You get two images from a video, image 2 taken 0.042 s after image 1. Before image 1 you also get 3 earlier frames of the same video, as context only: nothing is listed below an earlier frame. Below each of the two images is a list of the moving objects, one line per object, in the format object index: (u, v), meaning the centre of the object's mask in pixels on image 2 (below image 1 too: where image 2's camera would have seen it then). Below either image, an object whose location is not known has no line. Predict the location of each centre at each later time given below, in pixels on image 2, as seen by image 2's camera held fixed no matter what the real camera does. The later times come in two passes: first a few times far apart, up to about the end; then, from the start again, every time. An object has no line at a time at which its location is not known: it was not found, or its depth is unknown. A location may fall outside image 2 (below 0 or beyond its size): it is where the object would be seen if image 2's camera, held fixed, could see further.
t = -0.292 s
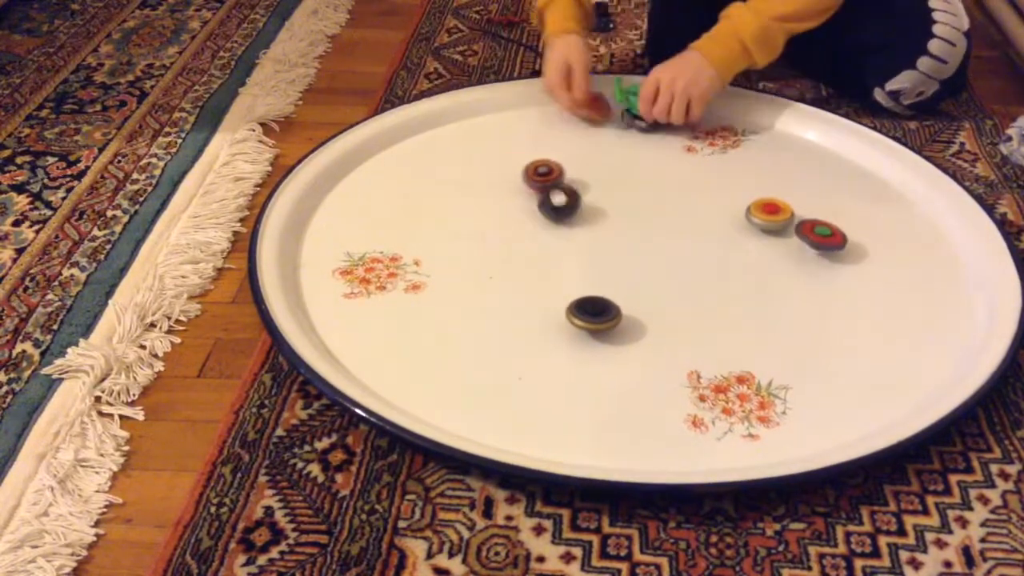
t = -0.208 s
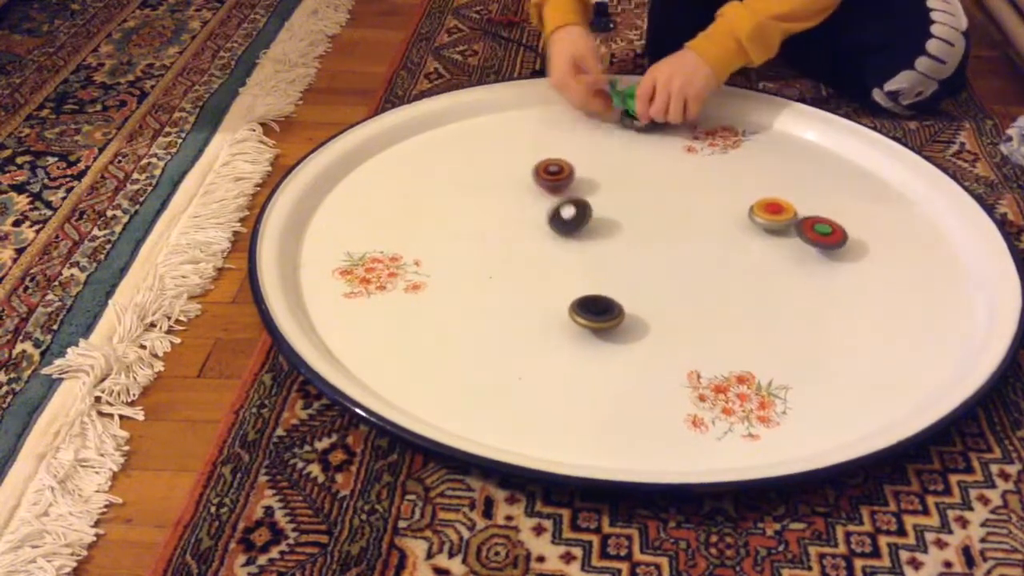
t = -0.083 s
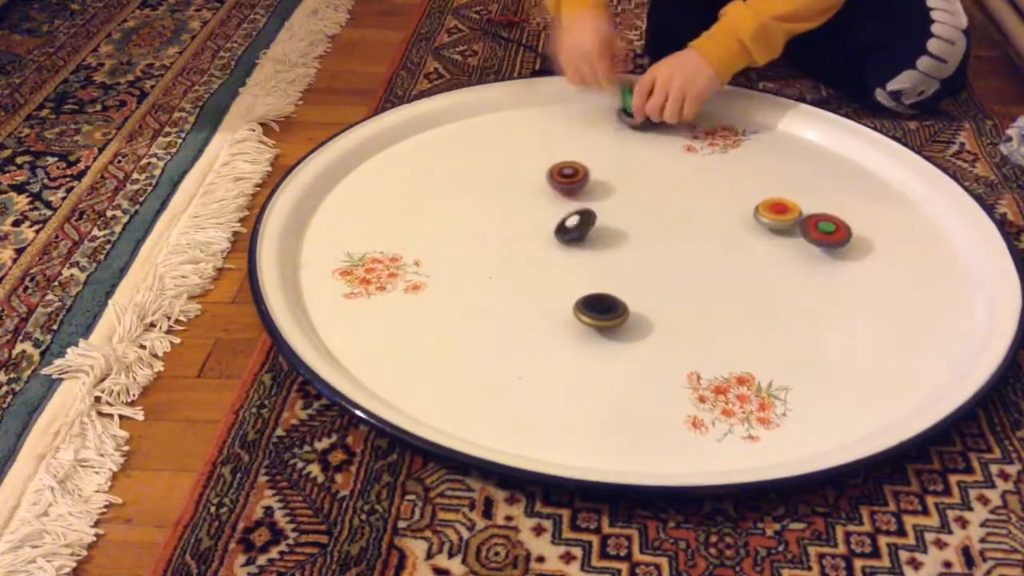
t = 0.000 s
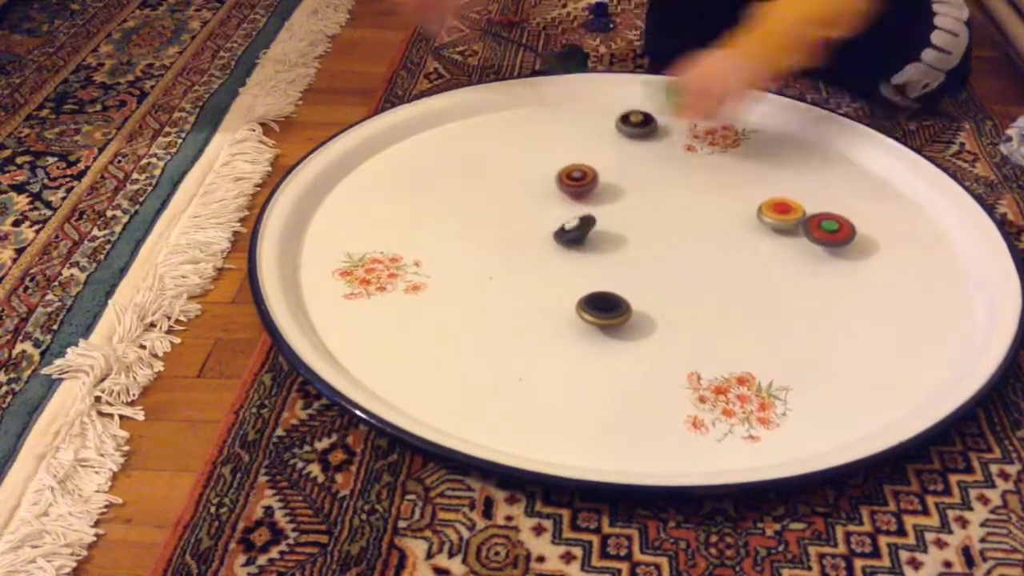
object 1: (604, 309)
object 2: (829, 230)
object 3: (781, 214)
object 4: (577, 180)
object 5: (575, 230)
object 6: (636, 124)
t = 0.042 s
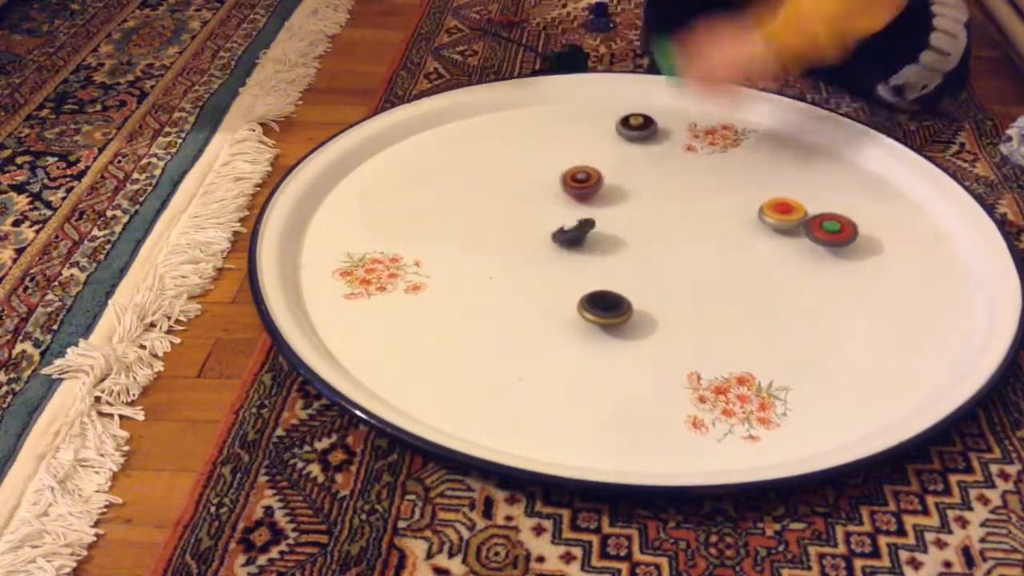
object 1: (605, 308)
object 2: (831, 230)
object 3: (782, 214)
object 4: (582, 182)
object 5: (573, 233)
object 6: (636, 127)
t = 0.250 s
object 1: (613, 302)
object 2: (837, 233)
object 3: (788, 215)
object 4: (600, 196)
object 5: (558, 237)
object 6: (640, 135)
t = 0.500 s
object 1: (625, 294)
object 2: (831, 238)
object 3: (795, 216)
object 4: (611, 218)
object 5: (543, 228)
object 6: (643, 145)
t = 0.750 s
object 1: (642, 285)
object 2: (824, 249)
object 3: (795, 201)
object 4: (607, 241)
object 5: (554, 219)
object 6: (640, 158)
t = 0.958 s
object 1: (658, 278)
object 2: (817, 259)
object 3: (786, 182)
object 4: (591, 259)
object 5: (570, 221)
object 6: (632, 168)
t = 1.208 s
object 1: (680, 269)
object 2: (810, 254)
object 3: (776, 179)
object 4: (560, 273)
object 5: (576, 233)
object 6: (617, 180)
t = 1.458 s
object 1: (703, 261)
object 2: (817, 252)
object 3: (769, 181)
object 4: (526, 277)
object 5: (559, 240)
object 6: (597, 190)
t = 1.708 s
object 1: (726, 255)
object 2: (820, 257)
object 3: (763, 184)
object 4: (500, 273)
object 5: (545, 231)
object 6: (574, 196)
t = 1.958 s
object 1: (750, 253)
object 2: (812, 257)
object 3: (760, 185)
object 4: (489, 263)
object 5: (555, 222)
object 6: (548, 196)
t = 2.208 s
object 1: (771, 251)
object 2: (826, 262)
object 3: (764, 189)
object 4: (495, 253)
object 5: (574, 225)
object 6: (525, 200)
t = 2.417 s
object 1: (793, 251)
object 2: (849, 269)
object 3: (768, 191)
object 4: (512, 247)
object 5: (577, 236)
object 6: (508, 198)
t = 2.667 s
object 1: (817, 254)
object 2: (868, 276)
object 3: (772, 195)
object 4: (519, 251)
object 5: (598, 237)
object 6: (494, 194)
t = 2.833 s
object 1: (829, 256)
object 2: (879, 283)
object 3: (776, 197)
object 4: (521, 256)
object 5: (605, 232)
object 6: (488, 191)
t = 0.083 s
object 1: (606, 307)
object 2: (832, 230)
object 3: (784, 214)
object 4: (586, 185)
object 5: (571, 235)
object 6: (637, 129)
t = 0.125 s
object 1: (608, 306)
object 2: (834, 231)
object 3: (785, 215)
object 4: (590, 187)
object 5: (568, 237)
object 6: (638, 130)
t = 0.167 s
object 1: (609, 305)
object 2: (836, 231)
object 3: (786, 215)
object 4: (593, 190)
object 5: (565, 237)
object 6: (639, 132)
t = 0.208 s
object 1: (611, 303)
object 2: (837, 232)
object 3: (787, 215)
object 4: (597, 193)
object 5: (562, 237)
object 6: (640, 133)
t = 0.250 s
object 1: (613, 302)
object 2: (837, 233)
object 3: (788, 215)
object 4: (600, 196)
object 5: (558, 237)
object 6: (640, 135)
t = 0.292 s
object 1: (614, 301)
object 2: (837, 234)
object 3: (788, 215)
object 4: (603, 199)
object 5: (554, 237)
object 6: (641, 136)
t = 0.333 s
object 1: (616, 300)
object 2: (837, 235)
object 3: (789, 215)
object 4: (605, 202)
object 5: (551, 236)
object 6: (642, 138)
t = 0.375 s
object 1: (619, 298)
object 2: (836, 236)
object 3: (791, 215)
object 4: (608, 206)
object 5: (548, 235)
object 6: (642, 139)
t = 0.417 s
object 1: (621, 297)
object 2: (834, 237)
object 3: (792, 215)
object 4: (609, 210)
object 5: (546, 233)
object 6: (643, 141)
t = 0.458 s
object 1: (623, 296)
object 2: (833, 238)
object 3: (794, 215)
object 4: (610, 214)
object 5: (544, 230)
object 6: (643, 143)
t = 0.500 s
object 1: (625, 294)
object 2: (831, 238)
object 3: (795, 216)
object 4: (611, 218)
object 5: (543, 228)
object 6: (643, 145)
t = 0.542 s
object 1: (628, 293)
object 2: (829, 239)
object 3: (796, 215)
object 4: (612, 221)
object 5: (544, 226)
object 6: (643, 147)
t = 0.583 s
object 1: (631, 291)
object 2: (827, 239)
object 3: (798, 215)
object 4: (612, 225)
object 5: (544, 224)
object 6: (643, 149)
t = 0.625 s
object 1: (633, 290)
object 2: (825, 238)
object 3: (799, 215)
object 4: (611, 229)
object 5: (546, 222)
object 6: (642, 151)
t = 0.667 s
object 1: (636, 289)
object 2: (823, 238)
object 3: (800, 215)
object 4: (611, 233)
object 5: (548, 221)
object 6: (641, 154)
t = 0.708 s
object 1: (639, 287)
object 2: (824, 243)
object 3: (798, 210)
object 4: (609, 238)
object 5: (550, 219)
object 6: (640, 156)
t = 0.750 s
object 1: (642, 285)
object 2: (824, 249)
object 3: (795, 201)
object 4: (607, 241)
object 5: (554, 219)
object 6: (640, 158)
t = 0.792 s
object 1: (645, 284)
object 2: (824, 254)
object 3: (792, 193)
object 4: (605, 245)
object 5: (557, 218)
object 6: (638, 160)
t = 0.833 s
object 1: (648, 282)
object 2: (822, 257)
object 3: (790, 188)
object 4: (602, 249)
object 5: (561, 218)
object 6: (637, 162)
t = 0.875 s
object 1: (652, 280)
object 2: (819, 259)
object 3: (788, 184)
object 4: (599, 253)
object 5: (564, 219)
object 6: (635, 164)
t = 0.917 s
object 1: (654, 279)
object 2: (817, 259)
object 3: (787, 183)
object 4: (595, 256)
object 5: (567, 219)
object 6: (633, 166)
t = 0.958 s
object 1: (658, 278)
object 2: (817, 259)
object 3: (786, 182)
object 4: (591, 259)
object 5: (570, 221)
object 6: (632, 168)
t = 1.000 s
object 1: (661, 276)
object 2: (815, 259)
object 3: (785, 181)
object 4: (587, 262)
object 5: (573, 222)
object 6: (630, 170)
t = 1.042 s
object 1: (665, 275)
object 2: (813, 258)
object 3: (784, 180)
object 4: (582, 265)
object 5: (575, 224)
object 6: (628, 172)
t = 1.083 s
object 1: (669, 273)
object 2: (812, 257)
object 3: (782, 180)
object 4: (577, 267)
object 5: (576, 226)
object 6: (625, 174)
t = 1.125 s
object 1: (672, 272)
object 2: (810, 257)
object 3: (780, 179)
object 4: (572, 270)
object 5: (577, 228)
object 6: (622, 176)
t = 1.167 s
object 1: (676, 270)
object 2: (810, 256)
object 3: (778, 179)
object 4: (566, 271)
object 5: (577, 231)
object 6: (620, 178)
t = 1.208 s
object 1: (680, 269)
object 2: (810, 254)
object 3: (776, 179)
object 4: (560, 273)
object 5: (576, 233)
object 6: (617, 180)
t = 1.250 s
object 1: (684, 267)
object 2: (811, 253)
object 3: (774, 179)
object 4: (555, 274)
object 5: (574, 236)
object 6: (613, 182)
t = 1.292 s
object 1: (688, 266)
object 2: (811, 253)
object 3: (772, 179)
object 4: (549, 275)
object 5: (572, 237)
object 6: (610, 184)
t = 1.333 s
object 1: (691, 264)
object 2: (812, 252)
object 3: (771, 180)
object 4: (543, 276)
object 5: (570, 239)
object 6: (607, 185)
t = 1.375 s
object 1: (695, 263)
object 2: (813, 252)
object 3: (770, 180)
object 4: (537, 277)
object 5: (566, 240)
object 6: (604, 187)
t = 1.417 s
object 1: (699, 262)
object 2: (815, 252)
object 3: (769, 180)
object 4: (531, 277)
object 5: (563, 240)
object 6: (601, 189)
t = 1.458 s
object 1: (703, 261)
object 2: (817, 252)
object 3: (769, 181)
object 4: (526, 277)
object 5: (559, 240)
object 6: (597, 190)
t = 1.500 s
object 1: (706, 259)
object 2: (818, 252)
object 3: (768, 181)
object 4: (521, 277)
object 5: (556, 239)
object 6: (593, 191)
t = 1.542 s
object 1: (710, 258)
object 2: (820, 253)
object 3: (767, 182)
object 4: (516, 277)
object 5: (553, 238)
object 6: (589, 193)
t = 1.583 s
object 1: (714, 257)
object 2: (820, 254)
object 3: (766, 182)
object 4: (511, 276)
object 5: (550, 237)
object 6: (586, 194)
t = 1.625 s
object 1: (718, 257)
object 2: (821, 255)
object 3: (765, 183)
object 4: (507, 275)
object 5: (547, 235)
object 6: (582, 195)
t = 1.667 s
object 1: (722, 256)
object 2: (821, 255)
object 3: (764, 184)
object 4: (503, 274)
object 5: (546, 233)
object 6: (578, 196)
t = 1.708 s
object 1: (726, 255)
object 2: (820, 257)
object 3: (763, 184)
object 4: (500, 273)
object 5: (545, 231)
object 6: (574, 196)
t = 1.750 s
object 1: (730, 254)
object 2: (819, 257)
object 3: (763, 184)
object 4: (497, 271)
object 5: (545, 228)
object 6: (570, 197)
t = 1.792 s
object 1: (734, 254)
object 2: (818, 258)
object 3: (762, 184)
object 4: (494, 270)
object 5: (545, 226)
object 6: (566, 198)
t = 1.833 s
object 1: (738, 254)
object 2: (816, 258)
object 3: (762, 185)
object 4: (492, 268)
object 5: (547, 224)
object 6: (562, 198)
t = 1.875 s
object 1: (742, 254)
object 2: (815, 258)
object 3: (761, 185)
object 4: (490, 266)
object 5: (549, 223)
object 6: (559, 197)
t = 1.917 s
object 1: (746, 253)
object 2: (813, 258)
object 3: (761, 185)
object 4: (489, 265)
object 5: (552, 223)
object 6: (554, 197)
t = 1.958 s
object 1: (750, 253)
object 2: (812, 257)
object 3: (760, 185)
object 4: (489, 263)
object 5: (555, 222)
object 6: (548, 196)
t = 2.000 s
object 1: (755, 253)
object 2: (810, 256)
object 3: (760, 186)
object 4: (488, 261)
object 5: (559, 221)
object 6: (543, 197)
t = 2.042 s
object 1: (759, 253)
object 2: (810, 255)
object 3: (761, 186)
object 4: (489, 259)
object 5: (562, 221)
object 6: (538, 199)
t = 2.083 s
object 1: (762, 254)
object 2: (810, 254)
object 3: (761, 187)
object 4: (489, 257)
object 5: (565, 221)
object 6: (535, 200)
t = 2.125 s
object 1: (766, 254)
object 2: (814, 255)
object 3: (762, 188)
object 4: (491, 256)
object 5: (569, 222)
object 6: (532, 201)
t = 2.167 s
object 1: (767, 252)
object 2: (821, 258)
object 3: (763, 188)
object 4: (493, 254)
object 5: (572, 224)
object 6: (529, 200)
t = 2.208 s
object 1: (771, 251)
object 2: (826, 262)
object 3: (764, 189)
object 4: (495, 253)
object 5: (574, 225)
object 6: (525, 200)
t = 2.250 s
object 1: (775, 251)
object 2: (830, 264)
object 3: (765, 189)
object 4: (498, 251)
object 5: (576, 227)
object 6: (521, 200)
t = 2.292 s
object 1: (780, 251)
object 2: (835, 265)
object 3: (766, 190)
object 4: (501, 250)
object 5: (577, 229)
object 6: (517, 199)
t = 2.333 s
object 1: (784, 250)
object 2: (840, 267)
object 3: (767, 190)
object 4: (504, 249)
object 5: (578, 231)
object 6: (514, 199)
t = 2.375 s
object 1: (789, 251)
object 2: (844, 268)
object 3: (767, 191)
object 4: (508, 248)
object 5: (578, 233)
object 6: (511, 199)
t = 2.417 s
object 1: (793, 251)
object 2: (849, 269)
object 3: (768, 191)
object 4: (512, 247)
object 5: (577, 236)
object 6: (508, 198)
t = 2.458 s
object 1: (797, 251)
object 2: (853, 270)
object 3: (769, 192)
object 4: (516, 247)
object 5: (576, 238)
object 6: (505, 198)
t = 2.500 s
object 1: (802, 252)
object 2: (857, 272)
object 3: (770, 193)
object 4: (521, 247)
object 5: (573, 240)
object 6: (502, 197)
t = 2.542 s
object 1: (805, 252)
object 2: (861, 273)
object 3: (770, 193)
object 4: (526, 247)
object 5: (571, 241)
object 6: (500, 196)
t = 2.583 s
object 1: (810, 253)
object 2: (864, 274)
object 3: (771, 194)
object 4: (521, 248)
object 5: (580, 239)
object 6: (497, 196)
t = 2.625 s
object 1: (814, 253)
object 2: (866, 275)
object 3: (771, 194)
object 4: (519, 250)
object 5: (591, 238)
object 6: (495, 195)
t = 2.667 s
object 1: (817, 254)
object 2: (868, 276)
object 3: (772, 195)
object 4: (519, 251)
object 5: (598, 237)
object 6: (494, 194)
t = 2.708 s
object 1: (821, 255)
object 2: (869, 278)
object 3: (773, 195)
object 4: (520, 253)
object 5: (603, 236)
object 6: (492, 193)
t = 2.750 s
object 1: (824, 255)
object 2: (873, 279)
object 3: (773, 196)
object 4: (520, 254)
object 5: (605, 235)
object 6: (490, 193)
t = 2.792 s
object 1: (826, 255)
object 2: (876, 281)
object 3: (774, 196)
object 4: (521, 255)
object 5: (605, 234)
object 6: (489, 192)
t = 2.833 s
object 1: (829, 256)
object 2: (879, 283)
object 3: (776, 197)
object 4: (521, 256)
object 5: (605, 232)
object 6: (488, 191)
